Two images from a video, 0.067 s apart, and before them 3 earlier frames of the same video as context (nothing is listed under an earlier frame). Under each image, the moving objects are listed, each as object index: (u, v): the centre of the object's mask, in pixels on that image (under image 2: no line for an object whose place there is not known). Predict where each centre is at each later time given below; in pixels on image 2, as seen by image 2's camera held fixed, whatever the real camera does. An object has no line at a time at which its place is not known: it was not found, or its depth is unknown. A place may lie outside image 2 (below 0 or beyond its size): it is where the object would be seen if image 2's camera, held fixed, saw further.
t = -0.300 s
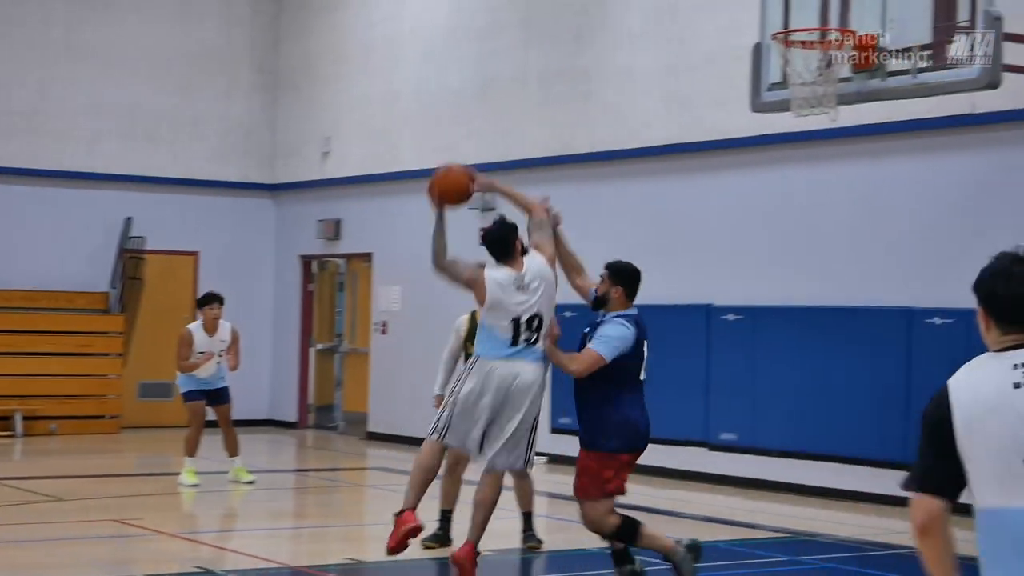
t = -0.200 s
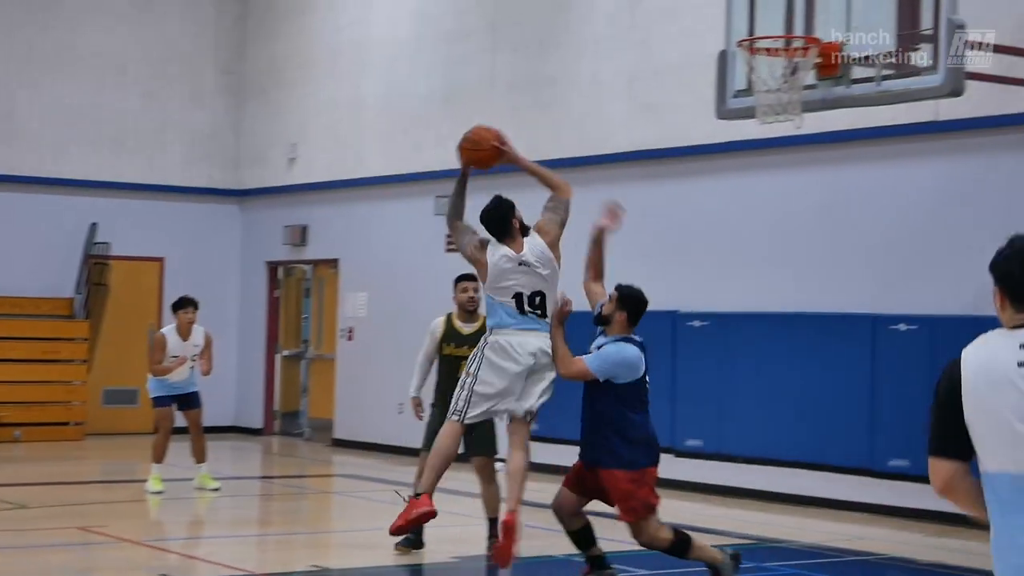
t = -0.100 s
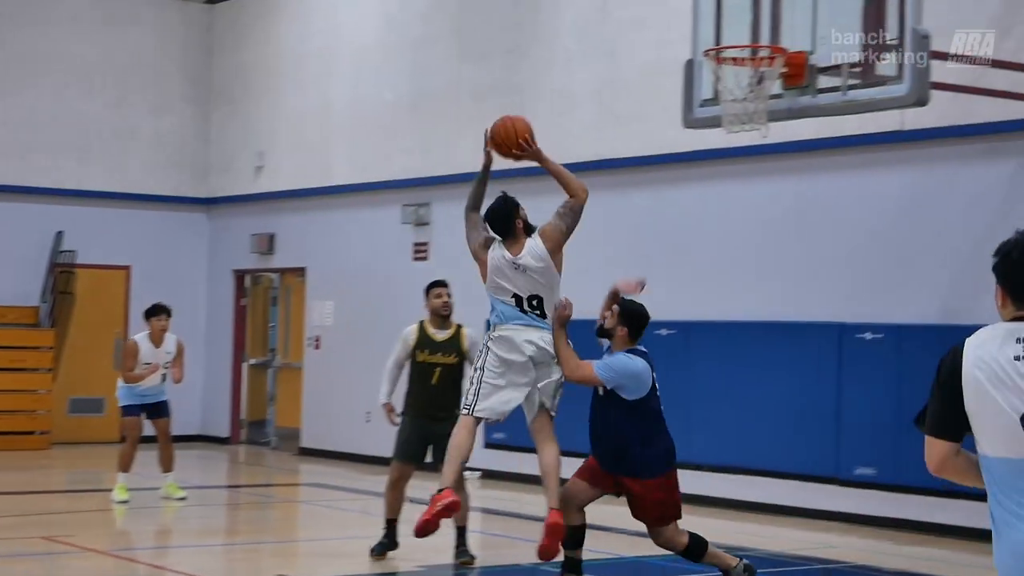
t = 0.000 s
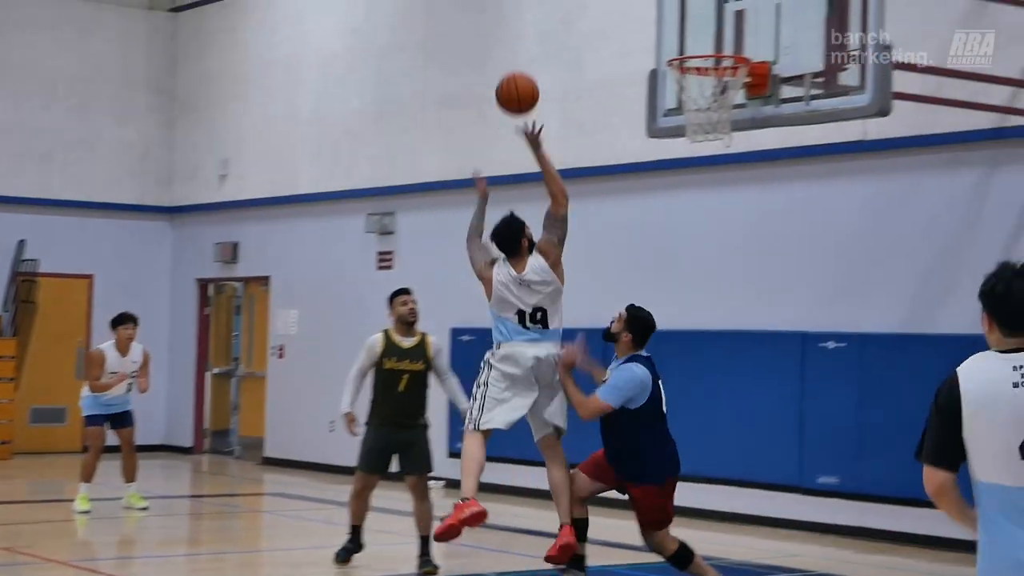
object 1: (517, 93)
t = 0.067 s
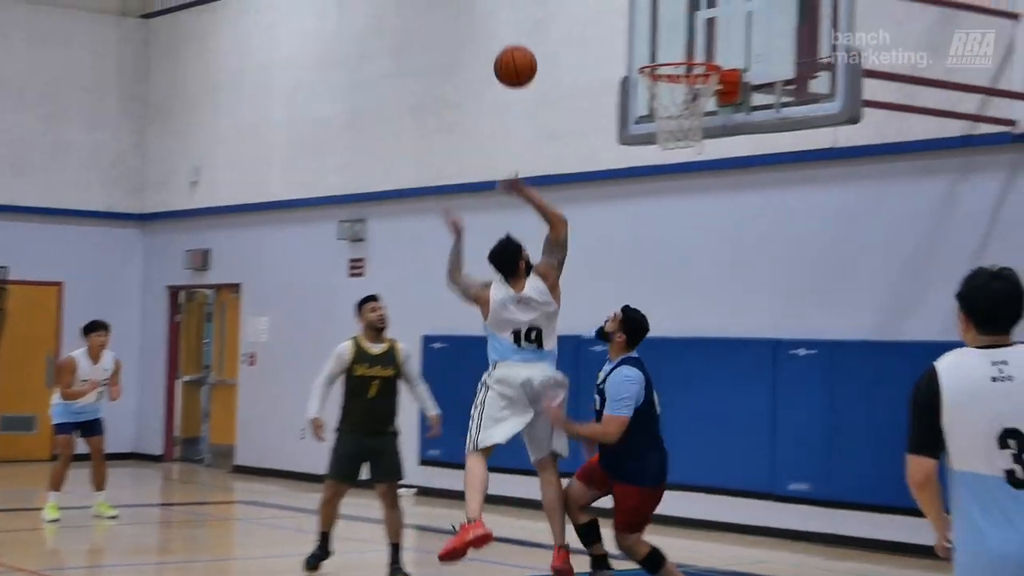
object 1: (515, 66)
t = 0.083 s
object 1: (523, 59)
